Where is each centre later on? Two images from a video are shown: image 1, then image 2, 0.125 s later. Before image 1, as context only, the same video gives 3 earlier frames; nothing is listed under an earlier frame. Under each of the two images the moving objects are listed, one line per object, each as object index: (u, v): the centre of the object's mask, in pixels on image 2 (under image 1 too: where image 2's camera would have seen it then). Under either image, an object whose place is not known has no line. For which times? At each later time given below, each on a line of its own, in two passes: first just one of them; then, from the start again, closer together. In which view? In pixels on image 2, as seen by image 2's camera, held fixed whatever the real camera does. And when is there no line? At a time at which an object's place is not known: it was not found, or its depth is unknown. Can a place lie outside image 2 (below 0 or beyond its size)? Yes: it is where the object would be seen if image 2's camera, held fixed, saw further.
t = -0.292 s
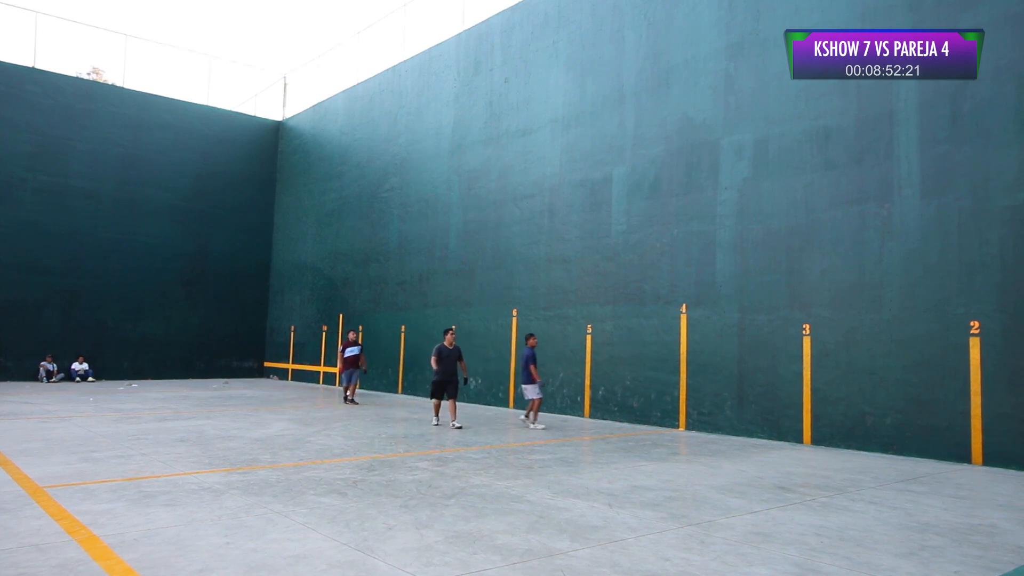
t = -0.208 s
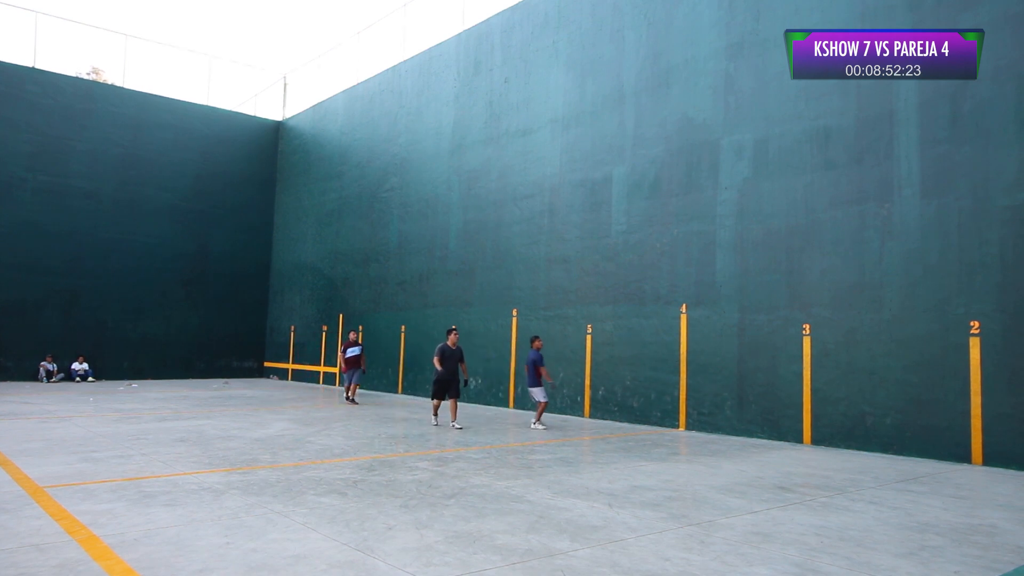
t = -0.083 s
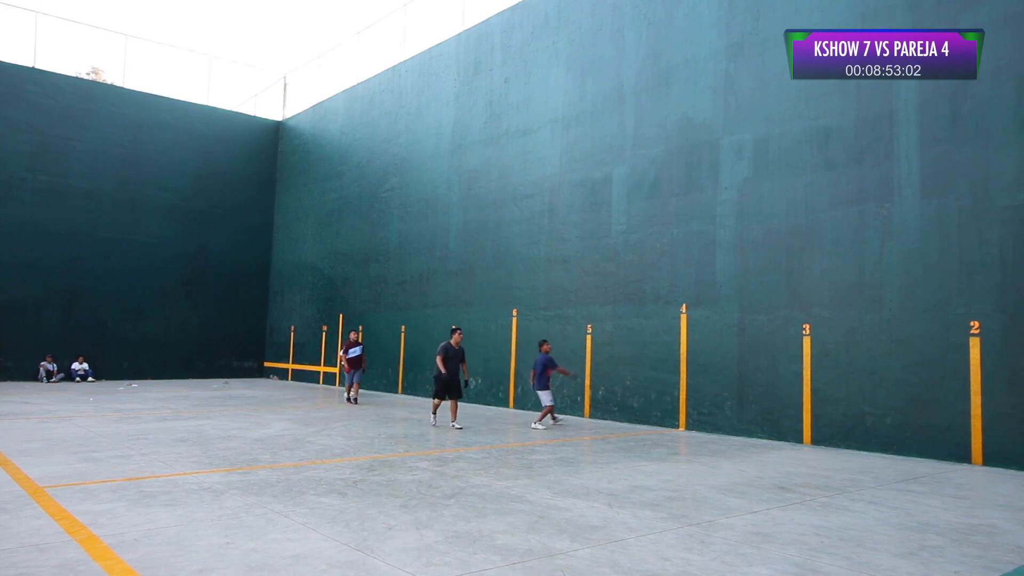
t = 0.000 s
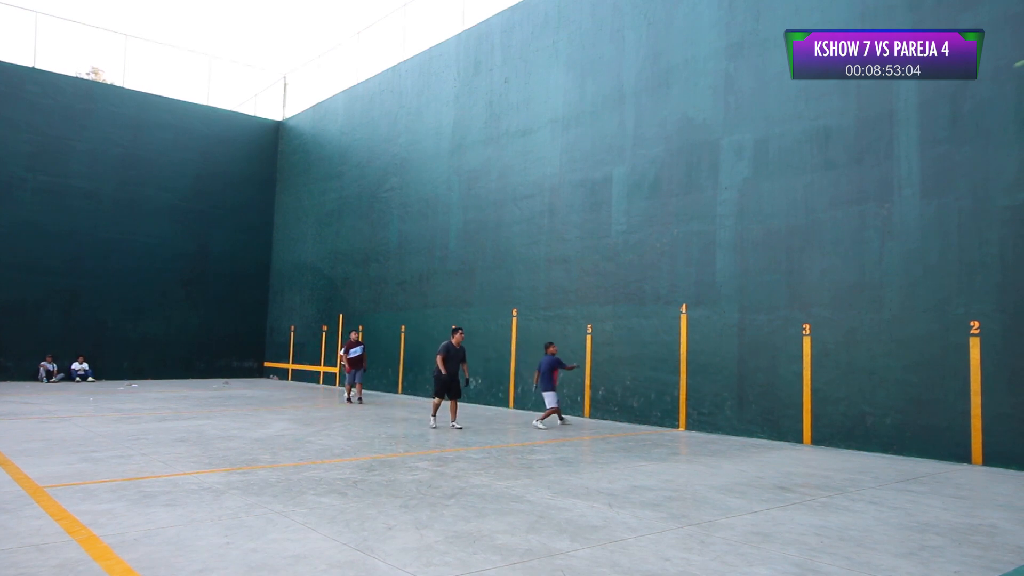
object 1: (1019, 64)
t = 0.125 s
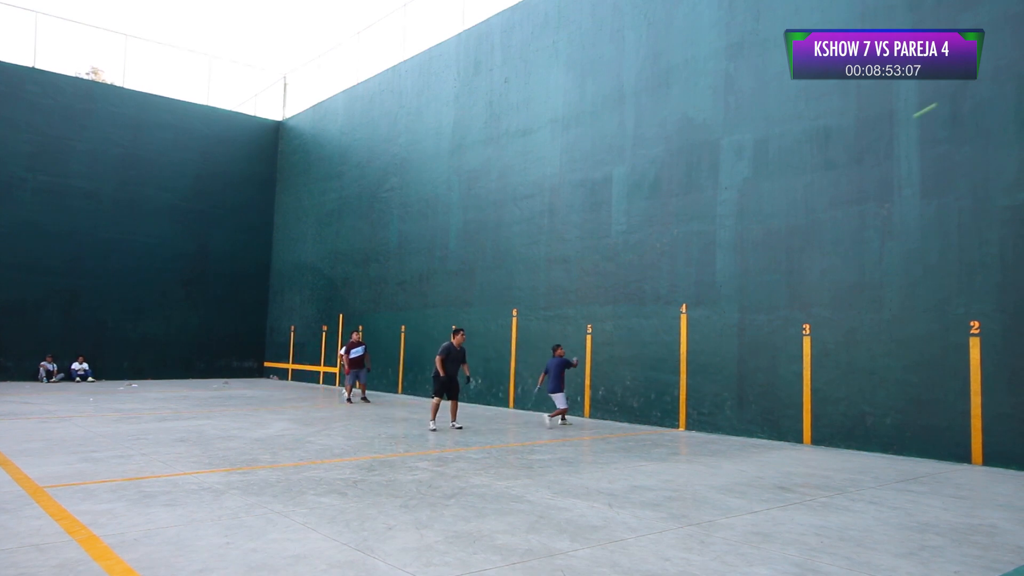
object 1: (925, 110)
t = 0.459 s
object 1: (725, 254)
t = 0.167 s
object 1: (894, 128)
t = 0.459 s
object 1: (725, 254)
